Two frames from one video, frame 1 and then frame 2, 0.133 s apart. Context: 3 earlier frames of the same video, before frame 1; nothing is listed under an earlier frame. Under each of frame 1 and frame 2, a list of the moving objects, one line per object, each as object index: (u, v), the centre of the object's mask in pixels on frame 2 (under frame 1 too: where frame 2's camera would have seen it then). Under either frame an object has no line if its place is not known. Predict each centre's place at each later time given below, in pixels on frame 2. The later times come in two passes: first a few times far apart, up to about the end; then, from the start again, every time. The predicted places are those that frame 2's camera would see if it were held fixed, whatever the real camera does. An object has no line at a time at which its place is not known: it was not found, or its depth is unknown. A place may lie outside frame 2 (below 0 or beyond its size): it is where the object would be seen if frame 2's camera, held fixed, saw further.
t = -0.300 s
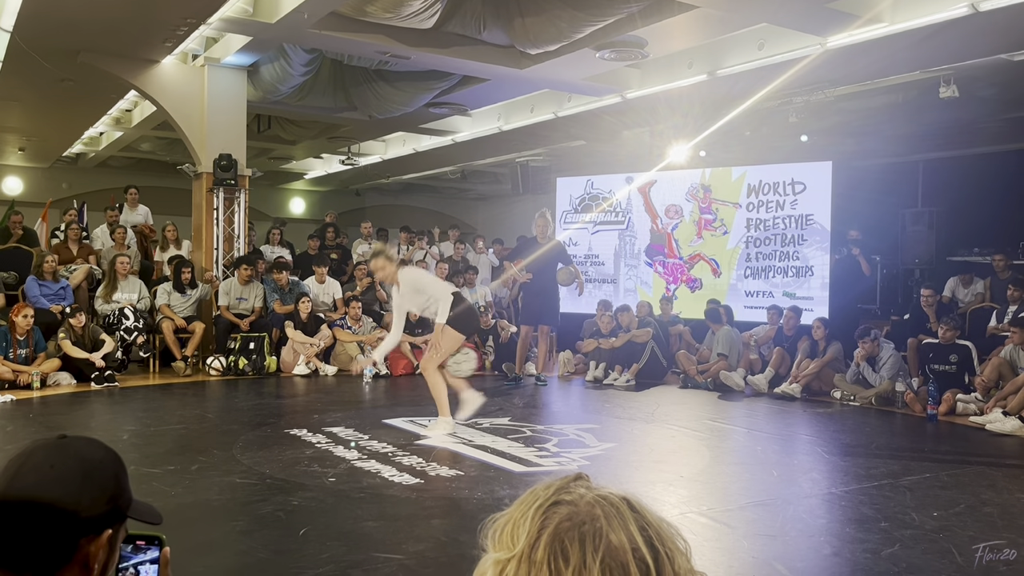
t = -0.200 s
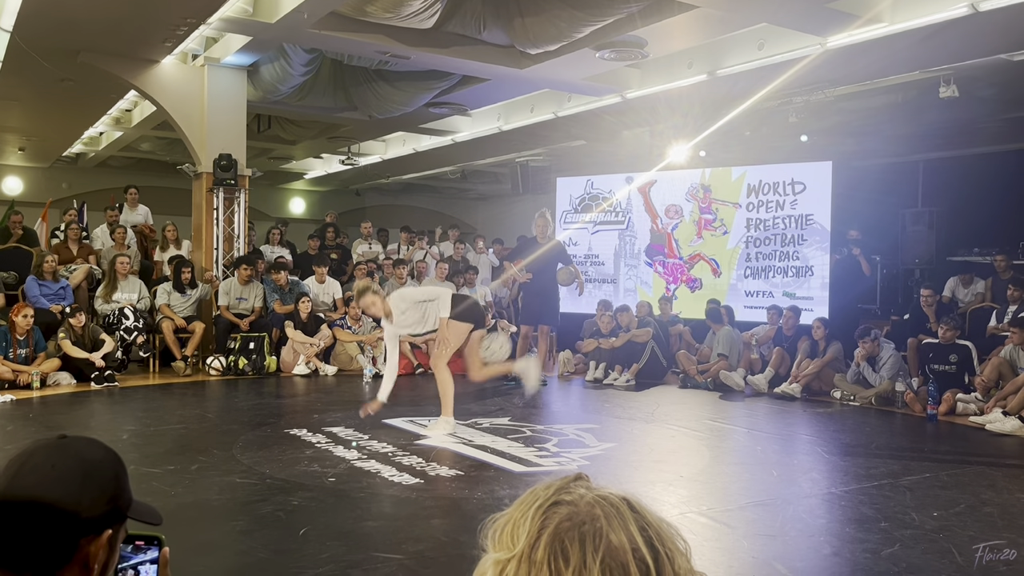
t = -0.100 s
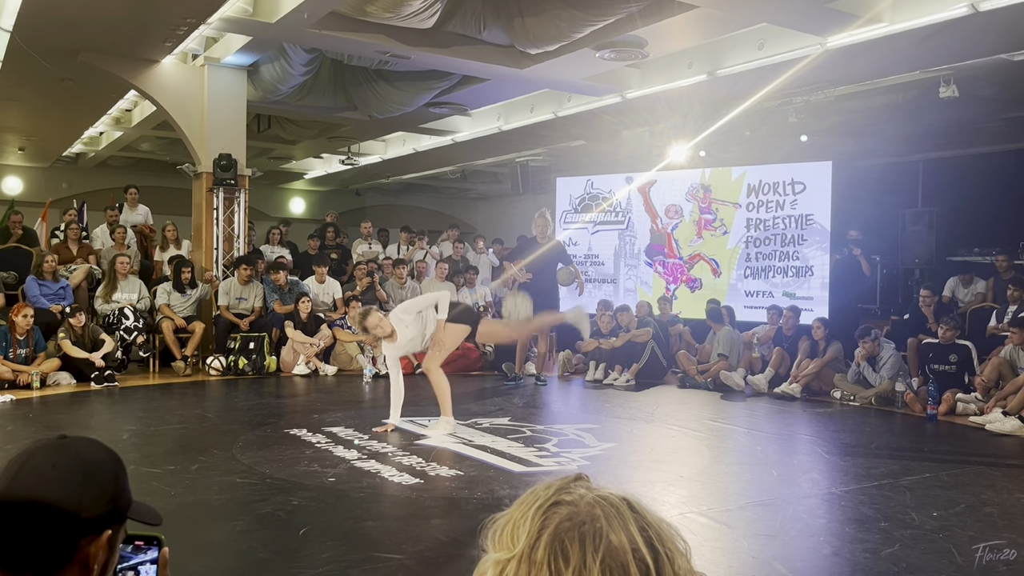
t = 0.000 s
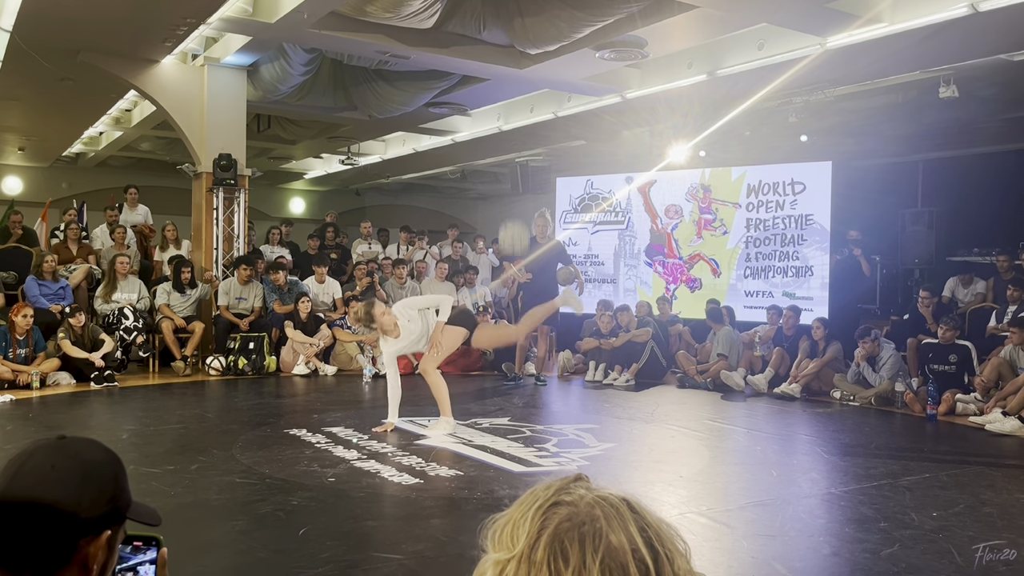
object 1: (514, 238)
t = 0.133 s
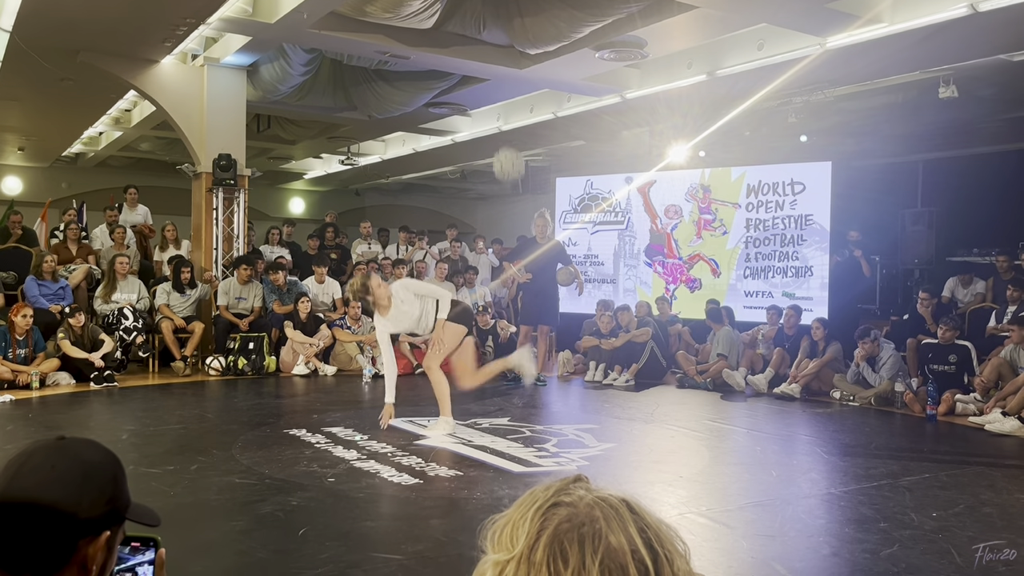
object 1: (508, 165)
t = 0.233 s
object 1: (505, 126)
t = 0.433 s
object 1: (496, 92)
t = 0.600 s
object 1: (488, 107)
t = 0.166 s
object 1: (507, 150)
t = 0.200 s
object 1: (506, 139)
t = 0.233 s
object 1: (505, 126)
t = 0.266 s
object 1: (503, 116)
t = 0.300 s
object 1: (501, 108)
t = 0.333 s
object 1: (500, 102)
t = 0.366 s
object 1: (498, 97)
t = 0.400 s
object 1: (497, 94)
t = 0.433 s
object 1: (496, 92)
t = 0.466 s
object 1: (494, 92)
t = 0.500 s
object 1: (492, 93)
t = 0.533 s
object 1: (491, 96)
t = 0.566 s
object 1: (489, 101)
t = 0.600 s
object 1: (488, 107)
